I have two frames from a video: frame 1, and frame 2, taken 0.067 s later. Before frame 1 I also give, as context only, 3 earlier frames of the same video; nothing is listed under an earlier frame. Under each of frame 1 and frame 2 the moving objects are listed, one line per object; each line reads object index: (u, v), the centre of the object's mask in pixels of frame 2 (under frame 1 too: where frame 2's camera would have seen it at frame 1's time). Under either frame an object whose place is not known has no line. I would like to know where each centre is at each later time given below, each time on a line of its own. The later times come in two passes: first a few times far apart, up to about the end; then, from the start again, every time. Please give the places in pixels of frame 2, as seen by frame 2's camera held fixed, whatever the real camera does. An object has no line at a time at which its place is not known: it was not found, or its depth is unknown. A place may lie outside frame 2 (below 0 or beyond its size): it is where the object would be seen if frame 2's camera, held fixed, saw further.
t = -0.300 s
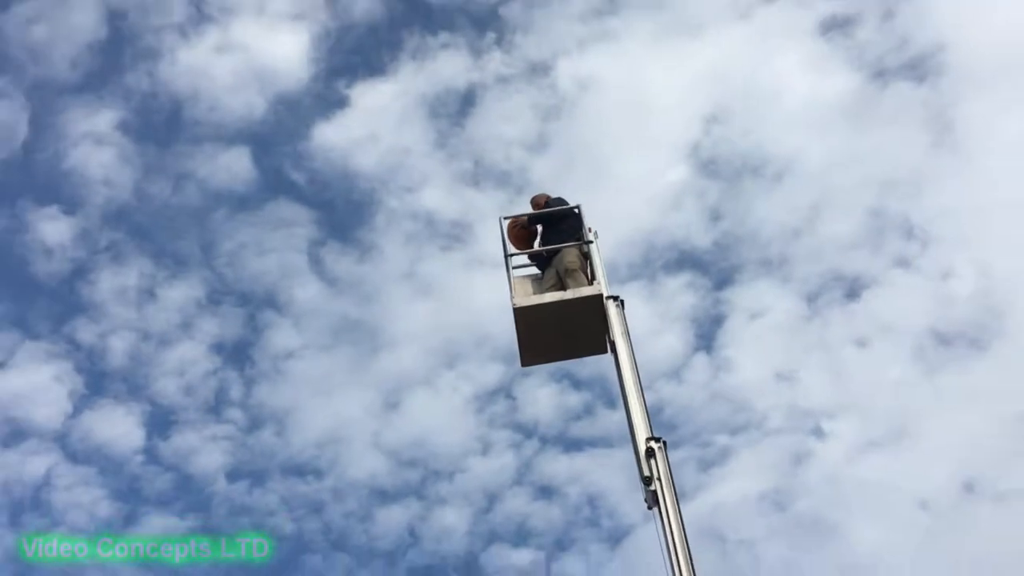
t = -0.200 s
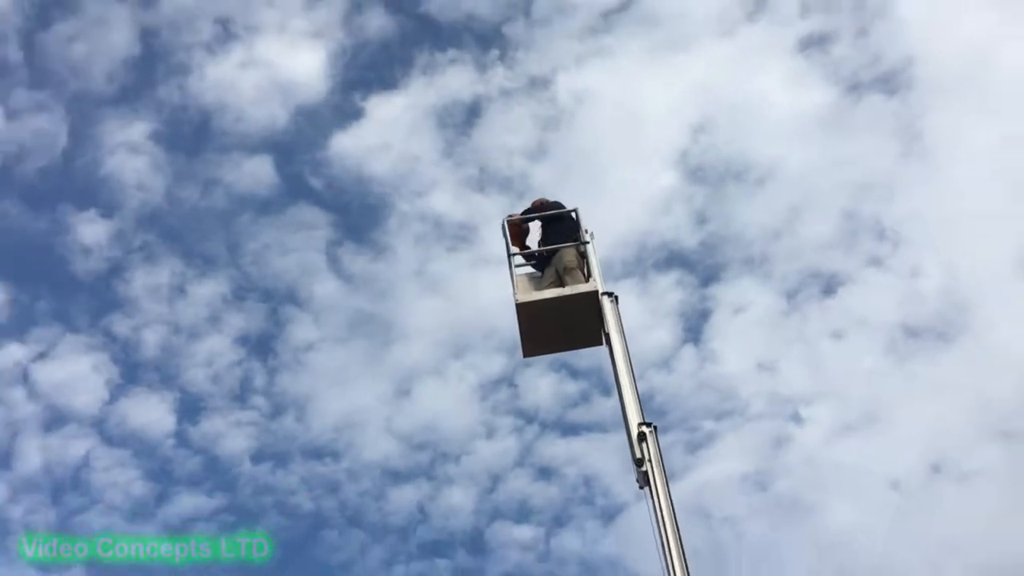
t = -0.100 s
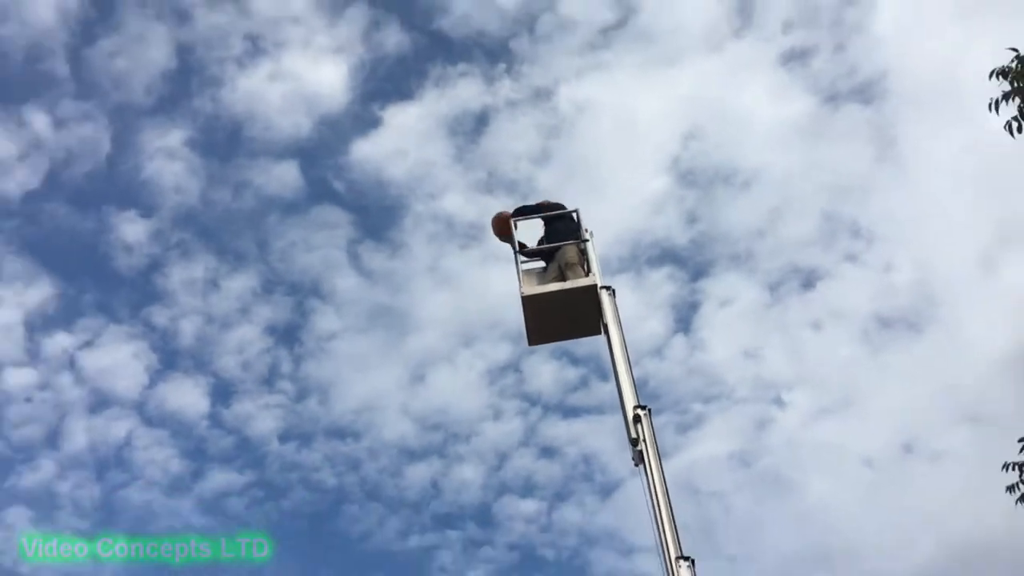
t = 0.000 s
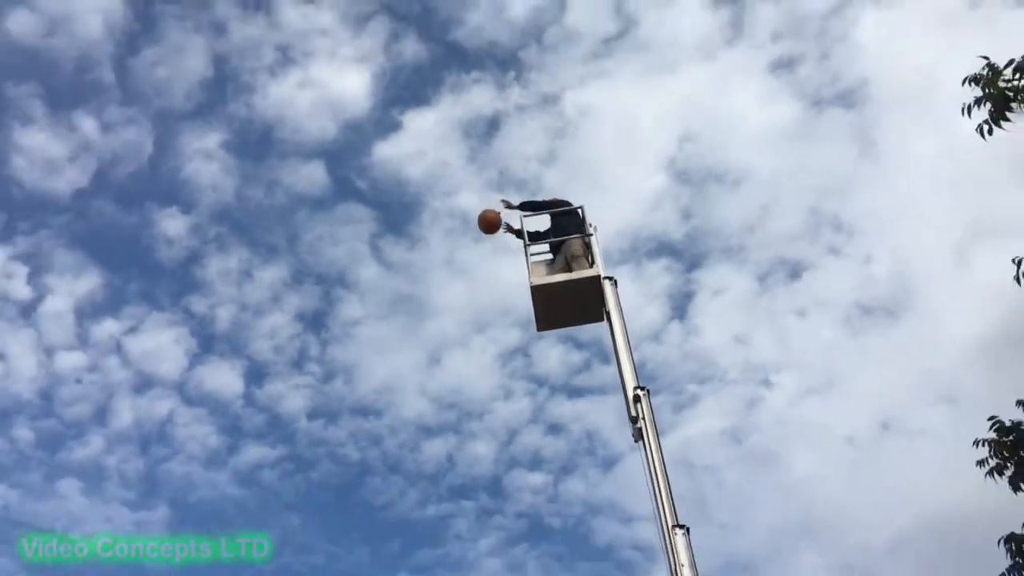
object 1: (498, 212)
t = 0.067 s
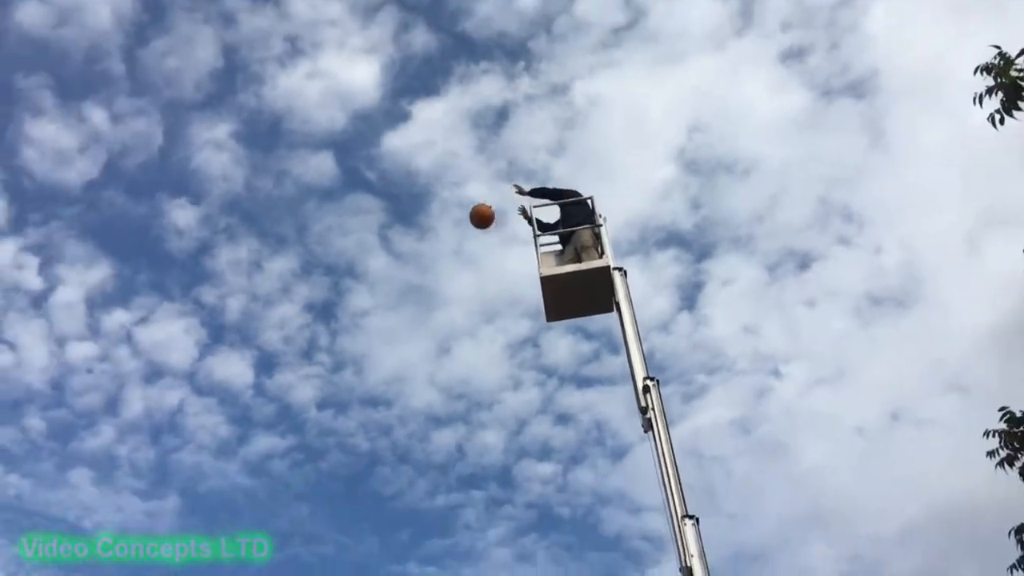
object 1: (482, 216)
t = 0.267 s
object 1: (430, 244)
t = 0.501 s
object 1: (364, 312)
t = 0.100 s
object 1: (473, 219)
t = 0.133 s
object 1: (465, 223)
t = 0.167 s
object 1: (456, 227)
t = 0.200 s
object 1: (447, 232)
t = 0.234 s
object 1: (439, 238)
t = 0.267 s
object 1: (430, 244)
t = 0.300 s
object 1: (421, 251)
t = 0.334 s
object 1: (412, 259)
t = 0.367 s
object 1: (403, 268)
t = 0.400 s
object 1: (394, 278)
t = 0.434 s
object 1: (384, 288)
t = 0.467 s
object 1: (374, 300)
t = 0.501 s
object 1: (364, 312)
